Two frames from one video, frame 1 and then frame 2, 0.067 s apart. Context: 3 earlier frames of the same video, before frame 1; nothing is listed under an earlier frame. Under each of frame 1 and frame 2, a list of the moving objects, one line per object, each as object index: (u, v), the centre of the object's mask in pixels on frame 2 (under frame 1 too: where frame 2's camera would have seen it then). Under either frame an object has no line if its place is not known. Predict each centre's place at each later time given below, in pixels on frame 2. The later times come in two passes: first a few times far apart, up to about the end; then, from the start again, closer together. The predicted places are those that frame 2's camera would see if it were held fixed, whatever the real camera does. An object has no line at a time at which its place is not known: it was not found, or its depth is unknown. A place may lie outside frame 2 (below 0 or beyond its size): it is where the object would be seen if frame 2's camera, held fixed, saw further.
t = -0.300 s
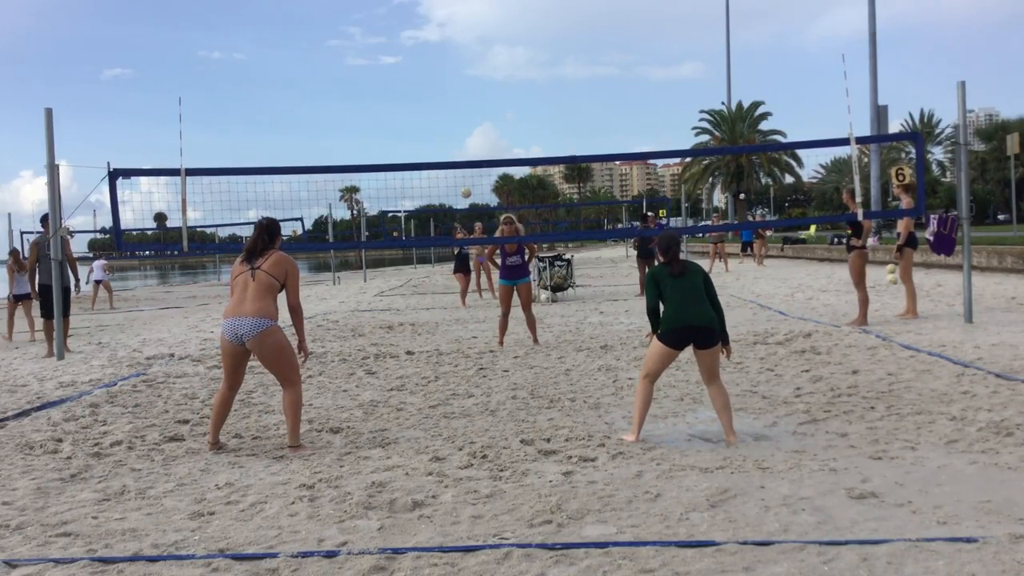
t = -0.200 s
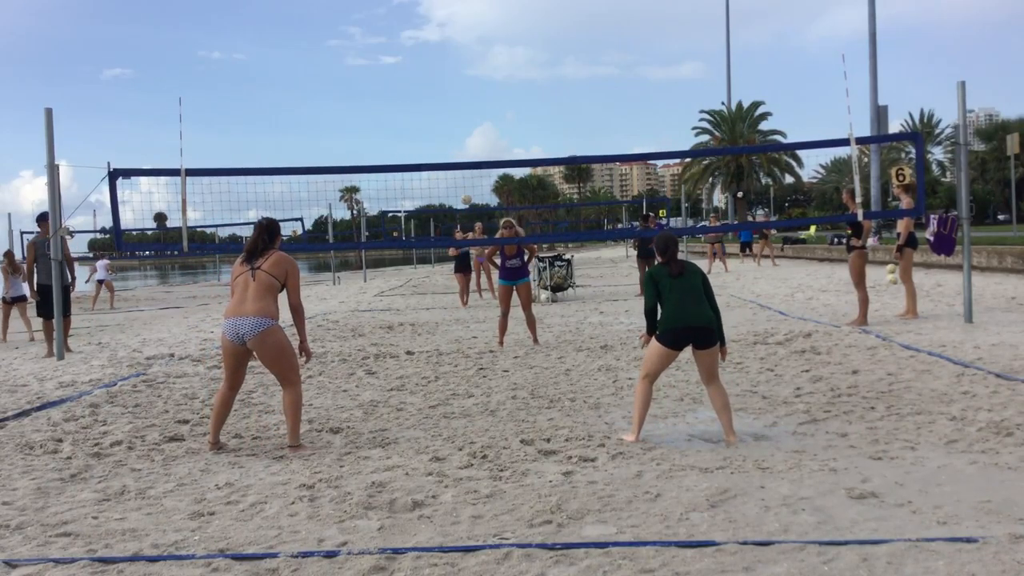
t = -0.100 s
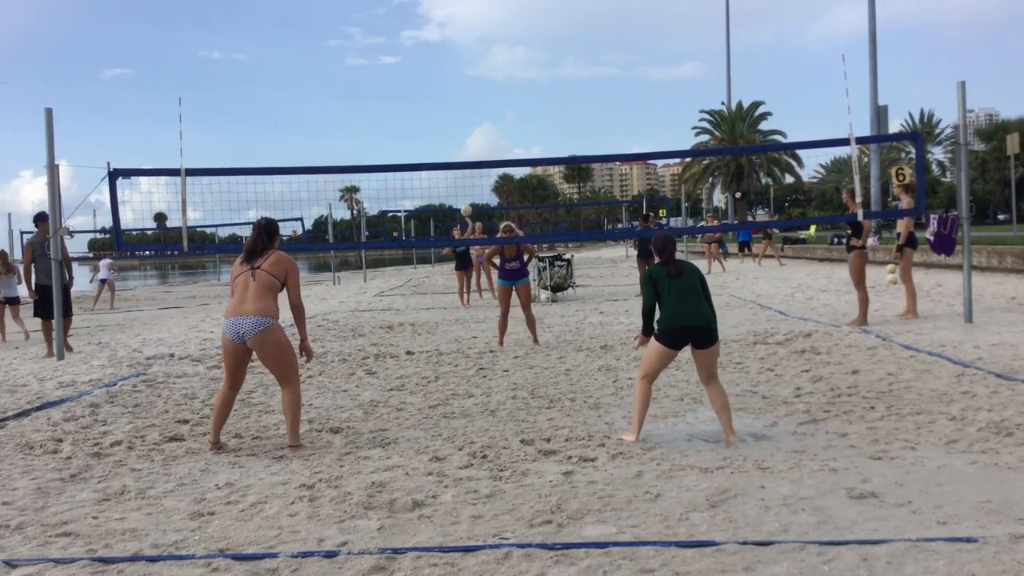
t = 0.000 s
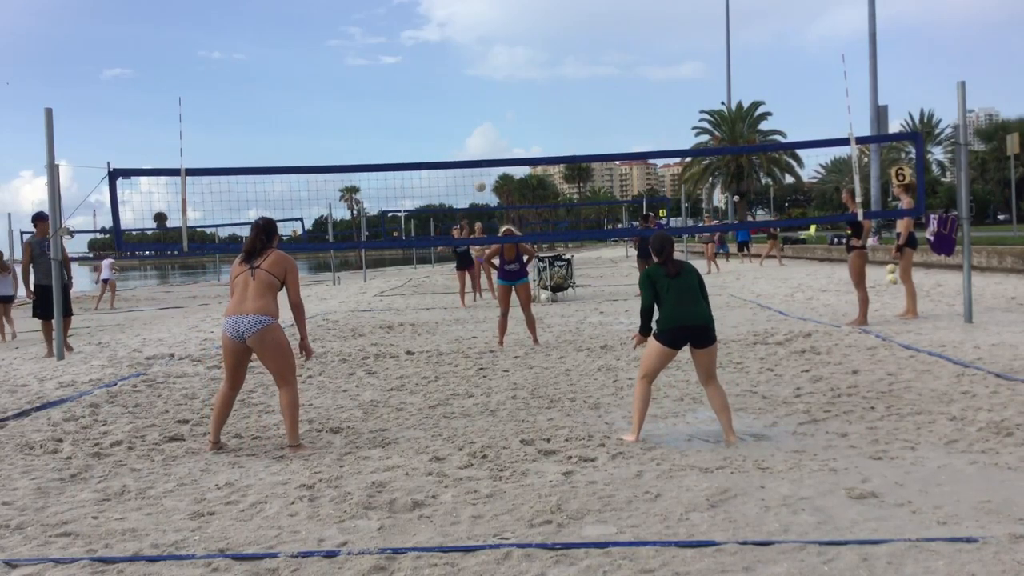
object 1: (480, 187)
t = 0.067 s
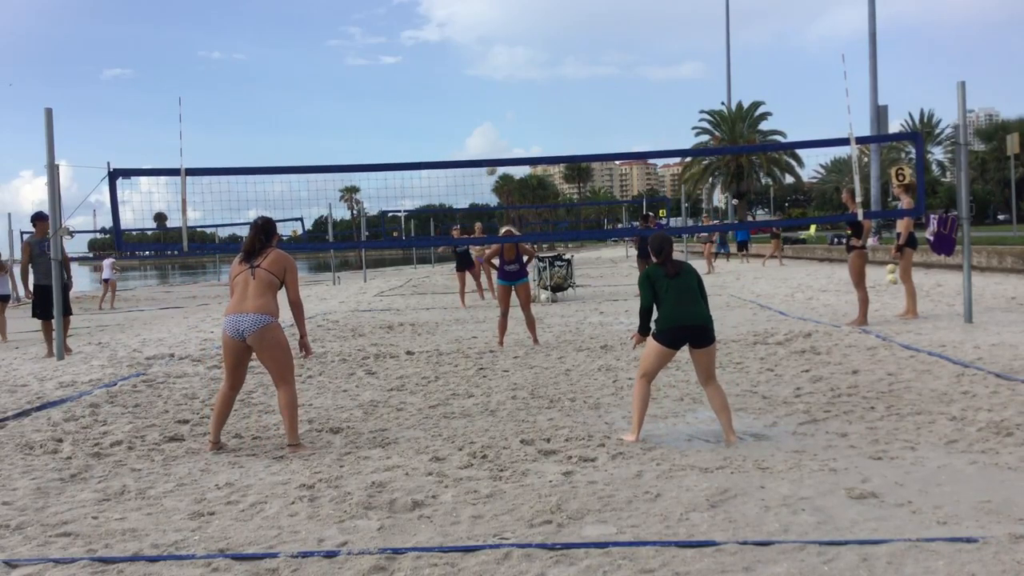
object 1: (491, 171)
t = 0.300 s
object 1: (533, 122)
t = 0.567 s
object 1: (597, 102)
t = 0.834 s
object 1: (692, 135)
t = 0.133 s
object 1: (502, 153)
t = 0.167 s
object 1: (508, 146)
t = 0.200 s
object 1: (514, 139)
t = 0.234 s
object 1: (520, 133)
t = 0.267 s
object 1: (527, 127)
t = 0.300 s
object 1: (533, 122)
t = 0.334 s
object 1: (540, 118)
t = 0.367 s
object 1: (548, 114)
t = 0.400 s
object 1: (555, 110)
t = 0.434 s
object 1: (563, 108)
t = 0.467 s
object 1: (570, 105)
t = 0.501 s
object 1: (579, 104)
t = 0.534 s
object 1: (587, 102)
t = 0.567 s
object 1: (597, 102)
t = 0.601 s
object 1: (606, 102)
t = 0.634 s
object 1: (617, 103)
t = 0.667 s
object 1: (627, 105)
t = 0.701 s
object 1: (639, 108)
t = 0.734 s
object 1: (651, 113)
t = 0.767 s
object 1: (664, 119)
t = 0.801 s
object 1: (678, 126)
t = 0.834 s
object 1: (692, 135)
